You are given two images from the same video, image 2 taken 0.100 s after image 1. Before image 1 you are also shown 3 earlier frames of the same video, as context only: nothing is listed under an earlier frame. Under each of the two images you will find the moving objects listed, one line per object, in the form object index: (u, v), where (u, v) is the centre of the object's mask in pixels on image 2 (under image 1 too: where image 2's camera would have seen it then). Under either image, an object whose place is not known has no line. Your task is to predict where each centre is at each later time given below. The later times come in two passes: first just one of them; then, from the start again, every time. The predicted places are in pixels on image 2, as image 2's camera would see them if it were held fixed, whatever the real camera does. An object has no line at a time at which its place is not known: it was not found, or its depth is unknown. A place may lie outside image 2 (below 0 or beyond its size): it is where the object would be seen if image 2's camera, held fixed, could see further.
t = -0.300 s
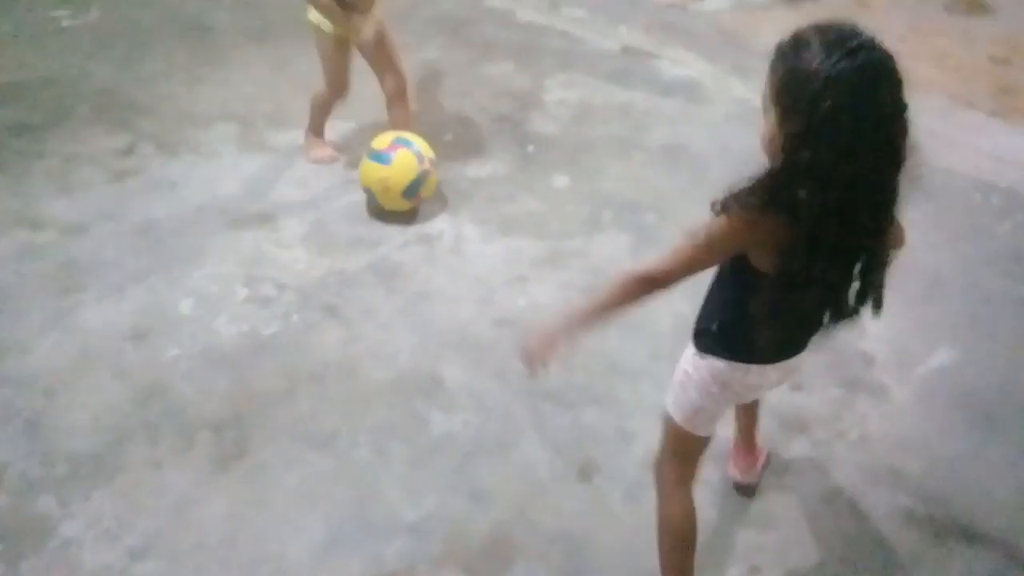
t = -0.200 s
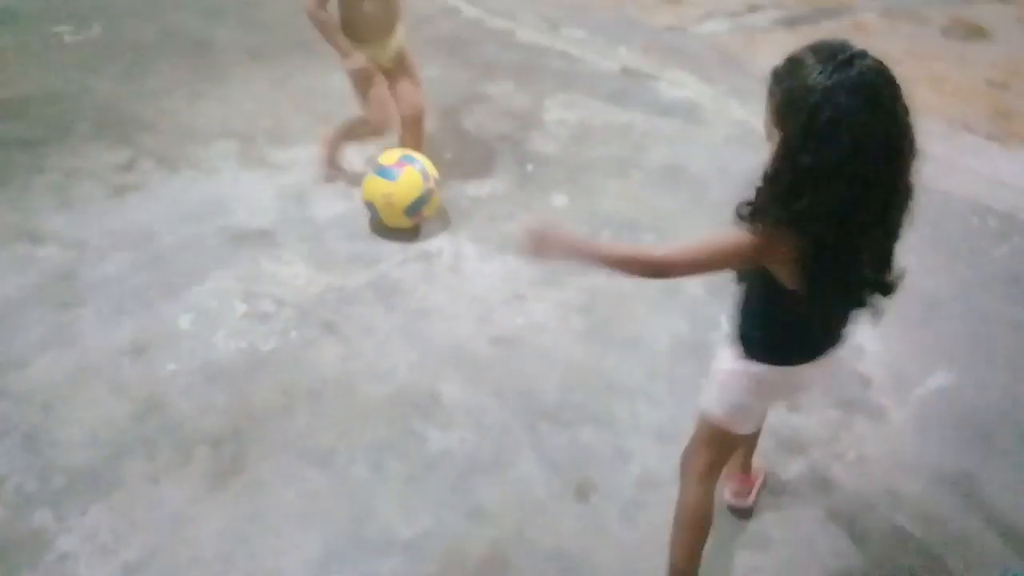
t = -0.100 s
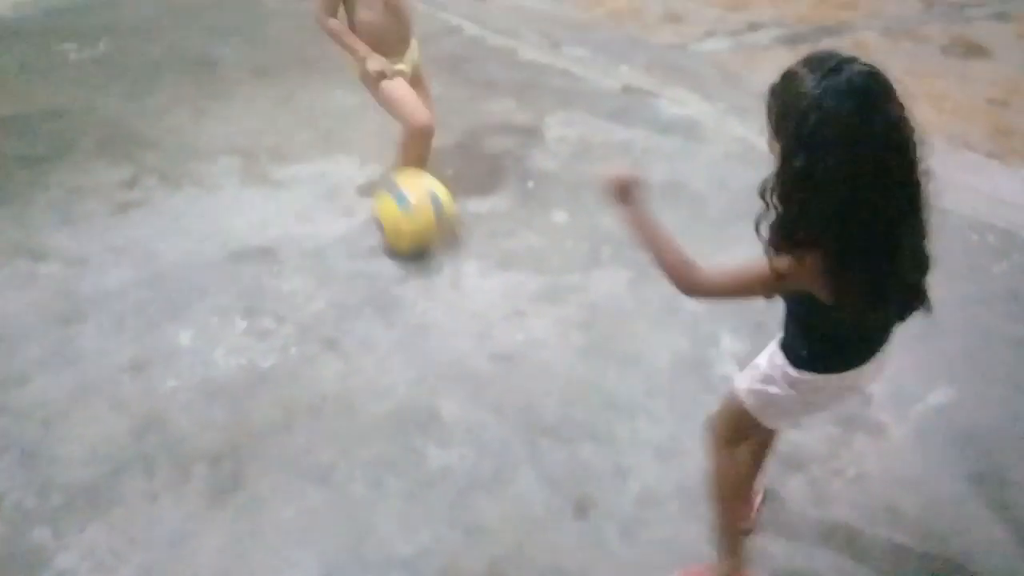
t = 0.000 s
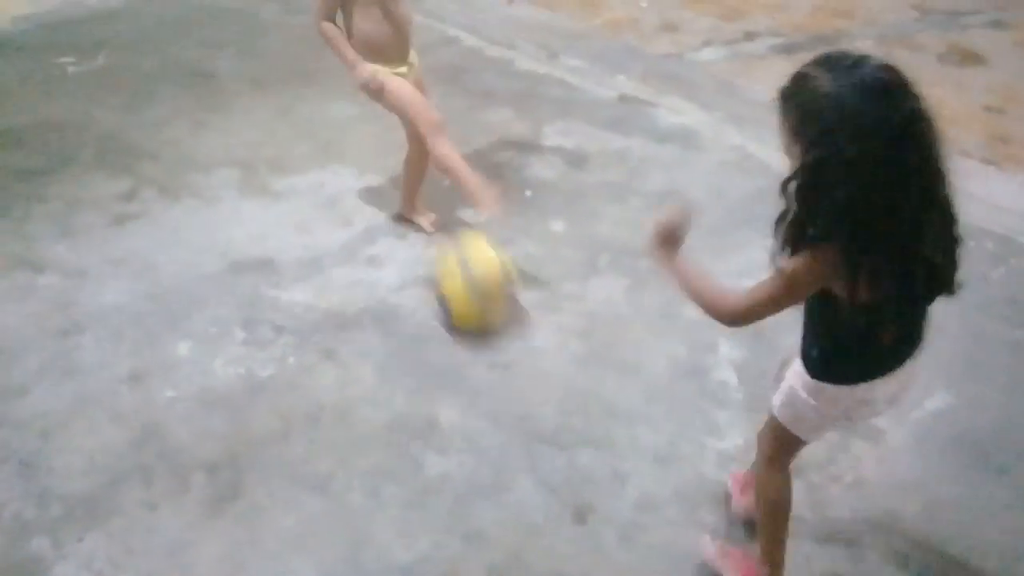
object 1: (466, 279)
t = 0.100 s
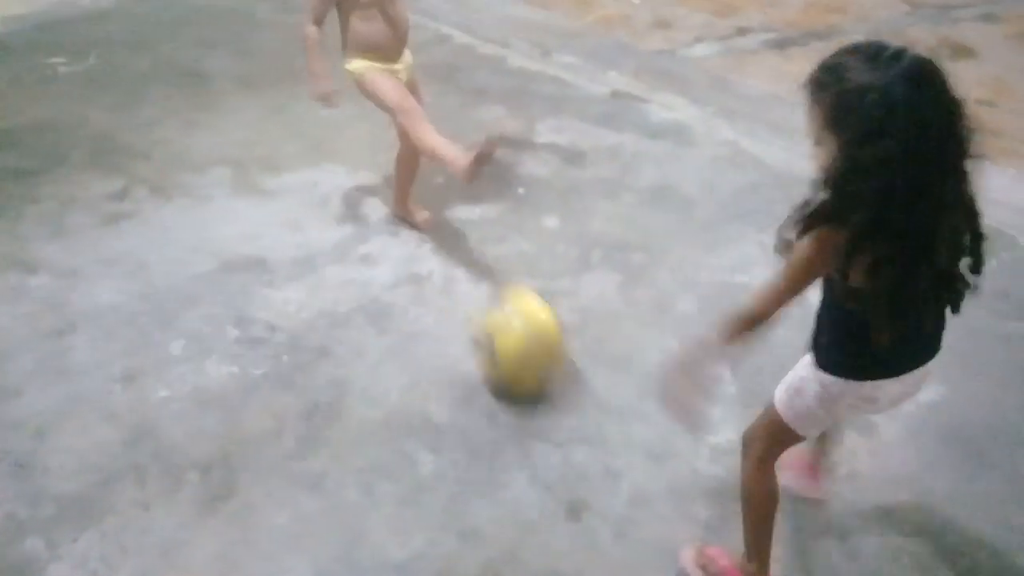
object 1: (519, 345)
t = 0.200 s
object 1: (581, 413)
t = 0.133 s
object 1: (539, 366)
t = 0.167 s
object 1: (559, 387)
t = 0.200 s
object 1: (581, 413)
